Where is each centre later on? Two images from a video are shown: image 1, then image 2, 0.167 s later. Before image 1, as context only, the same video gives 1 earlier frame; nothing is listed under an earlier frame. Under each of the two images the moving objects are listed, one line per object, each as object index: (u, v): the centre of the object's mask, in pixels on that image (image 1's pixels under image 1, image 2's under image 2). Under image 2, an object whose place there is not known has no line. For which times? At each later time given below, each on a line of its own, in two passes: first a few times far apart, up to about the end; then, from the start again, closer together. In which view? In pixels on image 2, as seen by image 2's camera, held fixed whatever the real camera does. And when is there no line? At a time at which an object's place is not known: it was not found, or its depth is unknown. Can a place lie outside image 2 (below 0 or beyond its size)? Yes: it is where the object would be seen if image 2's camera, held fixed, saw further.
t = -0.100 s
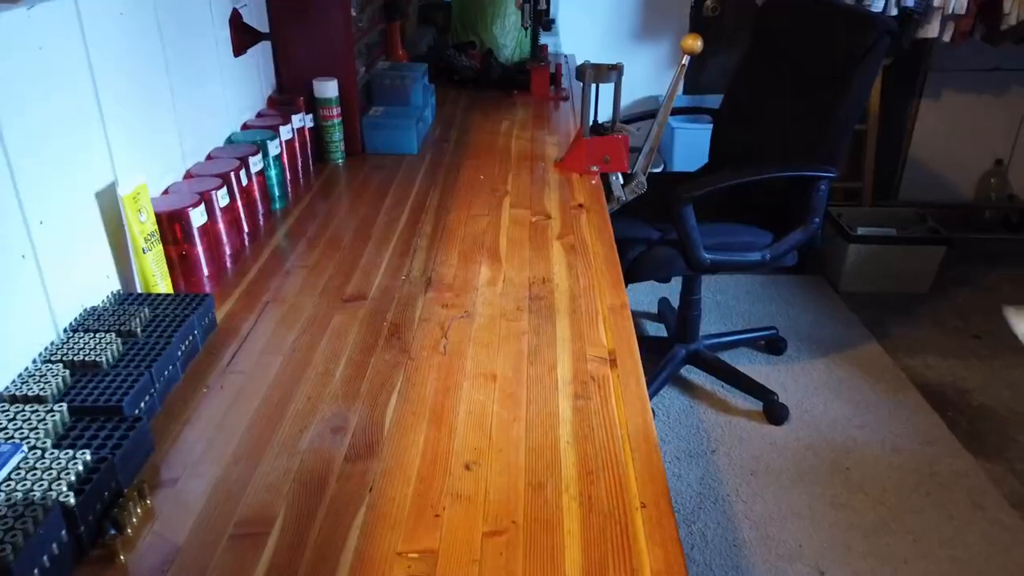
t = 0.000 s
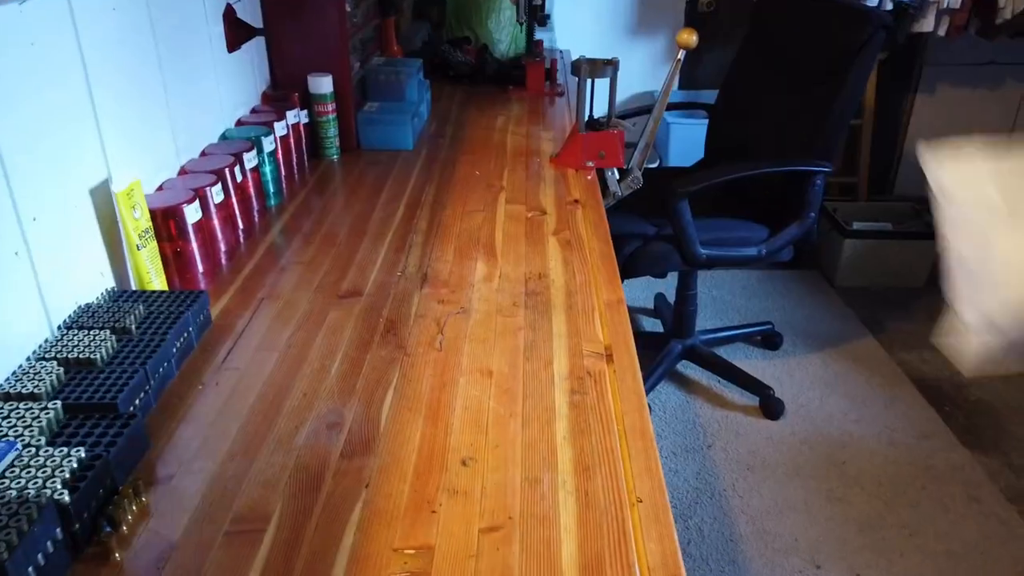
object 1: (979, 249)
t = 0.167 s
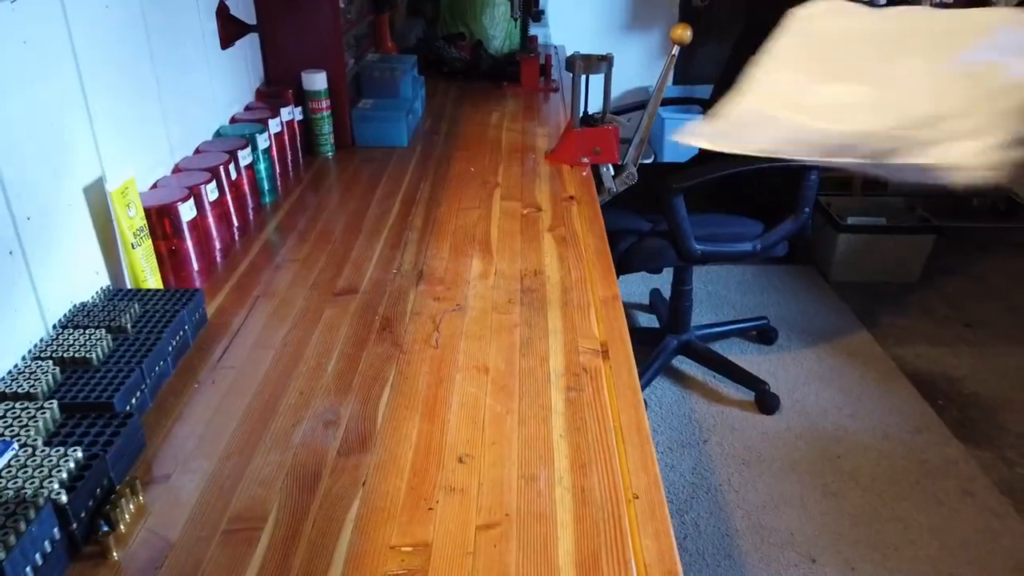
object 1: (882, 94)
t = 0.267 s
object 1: (755, 141)
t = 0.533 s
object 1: (465, 336)
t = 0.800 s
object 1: (358, 336)
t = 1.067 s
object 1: (348, 338)
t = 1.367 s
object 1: (349, 338)
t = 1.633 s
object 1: (349, 338)
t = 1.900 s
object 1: (349, 338)
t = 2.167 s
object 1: (349, 338)
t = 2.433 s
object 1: (349, 338)
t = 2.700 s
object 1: (349, 338)
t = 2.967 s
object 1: (349, 338)
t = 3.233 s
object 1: (349, 338)
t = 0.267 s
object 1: (755, 141)
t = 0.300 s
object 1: (703, 177)
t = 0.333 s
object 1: (652, 222)
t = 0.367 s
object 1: (602, 274)
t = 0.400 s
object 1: (557, 323)
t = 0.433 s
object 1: (519, 340)
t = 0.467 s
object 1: (502, 333)
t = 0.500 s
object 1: (484, 334)
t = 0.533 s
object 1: (465, 336)
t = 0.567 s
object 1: (446, 340)
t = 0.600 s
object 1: (429, 338)
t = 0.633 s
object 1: (411, 337)
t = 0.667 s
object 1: (398, 336)
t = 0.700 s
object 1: (386, 334)
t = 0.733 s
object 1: (375, 334)
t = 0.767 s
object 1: (365, 336)
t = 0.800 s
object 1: (358, 336)
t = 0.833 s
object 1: (353, 336)
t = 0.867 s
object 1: (350, 336)
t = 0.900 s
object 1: (349, 337)
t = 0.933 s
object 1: (348, 337)
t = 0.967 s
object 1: (348, 337)
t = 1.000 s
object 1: (348, 337)
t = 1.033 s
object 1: (348, 337)
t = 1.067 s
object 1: (348, 338)
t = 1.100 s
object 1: (348, 338)
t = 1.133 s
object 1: (348, 338)
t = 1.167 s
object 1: (349, 338)
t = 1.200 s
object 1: (349, 338)
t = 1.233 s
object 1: (349, 338)
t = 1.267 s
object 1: (349, 338)
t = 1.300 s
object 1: (349, 338)
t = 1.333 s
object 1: (349, 338)
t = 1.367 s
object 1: (349, 338)
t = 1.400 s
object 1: (349, 338)
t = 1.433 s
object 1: (349, 338)
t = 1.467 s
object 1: (349, 338)
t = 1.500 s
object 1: (349, 338)
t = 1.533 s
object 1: (349, 338)
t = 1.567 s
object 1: (349, 338)
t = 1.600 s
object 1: (349, 338)
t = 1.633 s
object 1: (349, 338)
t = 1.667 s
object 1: (349, 338)
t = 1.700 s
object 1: (349, 338)
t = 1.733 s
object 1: (349, 338)
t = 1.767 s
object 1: (349, 338)
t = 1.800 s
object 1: (349, 338)
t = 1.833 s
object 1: (349, 338)
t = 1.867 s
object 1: (349, 338)
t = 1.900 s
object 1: (349, 338)
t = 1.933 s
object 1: (349, 338)
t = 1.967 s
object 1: (349, 338)
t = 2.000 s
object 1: (349, 338)
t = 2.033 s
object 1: (349, 338)
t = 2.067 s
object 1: (349, 338)
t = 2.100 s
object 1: (349, 338)
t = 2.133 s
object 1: (349, 338)
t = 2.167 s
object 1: (349, 338)
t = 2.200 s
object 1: (349, 338)
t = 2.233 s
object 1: (349, 338)
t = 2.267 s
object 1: (349, 338)
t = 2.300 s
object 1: (349, 338)
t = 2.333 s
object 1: (349, 338)
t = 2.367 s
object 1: (349, 338)
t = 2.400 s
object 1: (349, 338)
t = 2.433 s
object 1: (349, 338)
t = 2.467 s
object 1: (349, 338)
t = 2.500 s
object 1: (349, 338)
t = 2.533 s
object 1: (349, 338)
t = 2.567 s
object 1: (349, 338)
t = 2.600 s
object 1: (349, 338)
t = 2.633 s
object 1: (349, 338)
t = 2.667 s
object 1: (349, 338)
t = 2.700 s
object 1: (349, 338)
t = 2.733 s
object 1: (349, 338)
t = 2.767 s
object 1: (349, 338)
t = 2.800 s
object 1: (349, 338)
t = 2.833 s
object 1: (349, 338)
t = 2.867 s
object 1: (349, 338)
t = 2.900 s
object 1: (349, 338)
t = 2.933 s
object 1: (349, 338)
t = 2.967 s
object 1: (349, 338)
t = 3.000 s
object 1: (349, 338)
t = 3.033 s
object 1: (349, 338)
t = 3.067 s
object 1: (349, 338)
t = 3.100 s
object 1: (349, 338)
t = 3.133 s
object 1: (349, 338)
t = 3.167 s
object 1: (349, 338)
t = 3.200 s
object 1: (349, 338)
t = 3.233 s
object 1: (349, 338)
